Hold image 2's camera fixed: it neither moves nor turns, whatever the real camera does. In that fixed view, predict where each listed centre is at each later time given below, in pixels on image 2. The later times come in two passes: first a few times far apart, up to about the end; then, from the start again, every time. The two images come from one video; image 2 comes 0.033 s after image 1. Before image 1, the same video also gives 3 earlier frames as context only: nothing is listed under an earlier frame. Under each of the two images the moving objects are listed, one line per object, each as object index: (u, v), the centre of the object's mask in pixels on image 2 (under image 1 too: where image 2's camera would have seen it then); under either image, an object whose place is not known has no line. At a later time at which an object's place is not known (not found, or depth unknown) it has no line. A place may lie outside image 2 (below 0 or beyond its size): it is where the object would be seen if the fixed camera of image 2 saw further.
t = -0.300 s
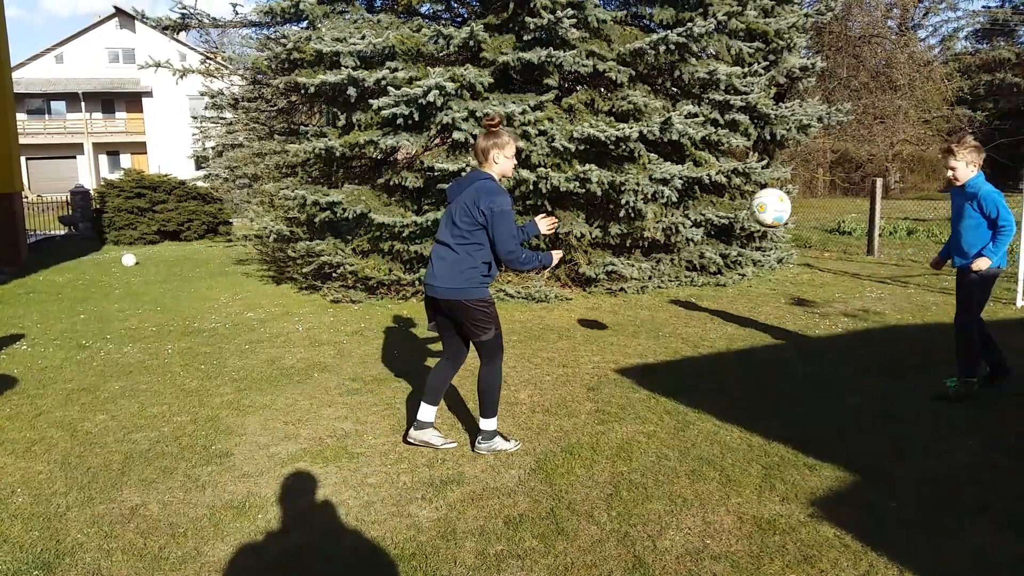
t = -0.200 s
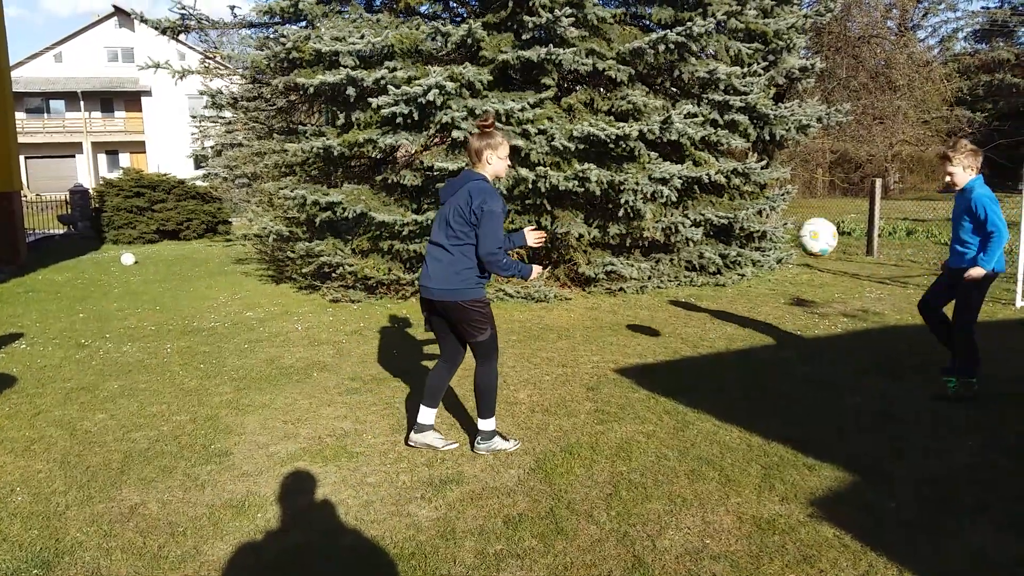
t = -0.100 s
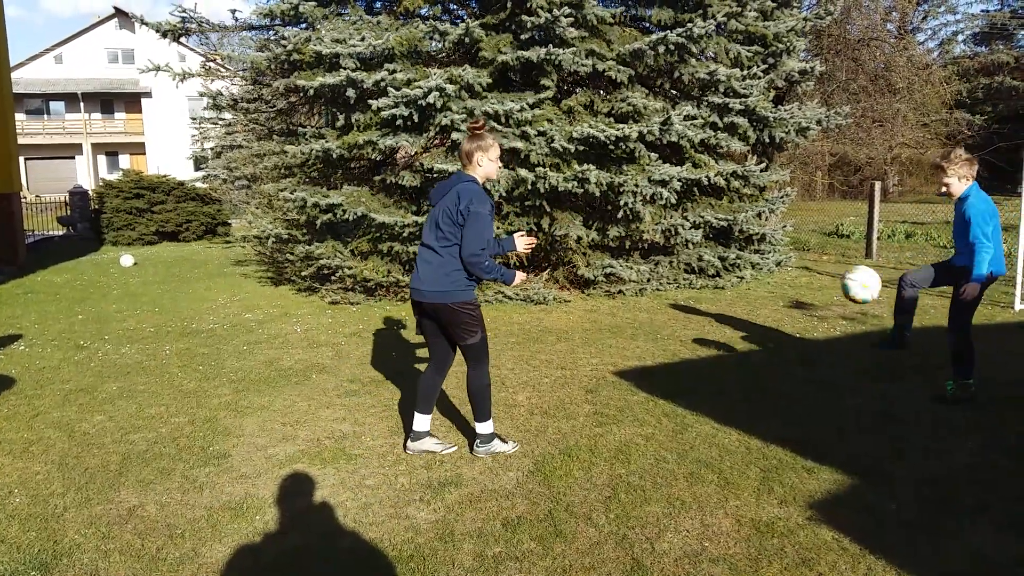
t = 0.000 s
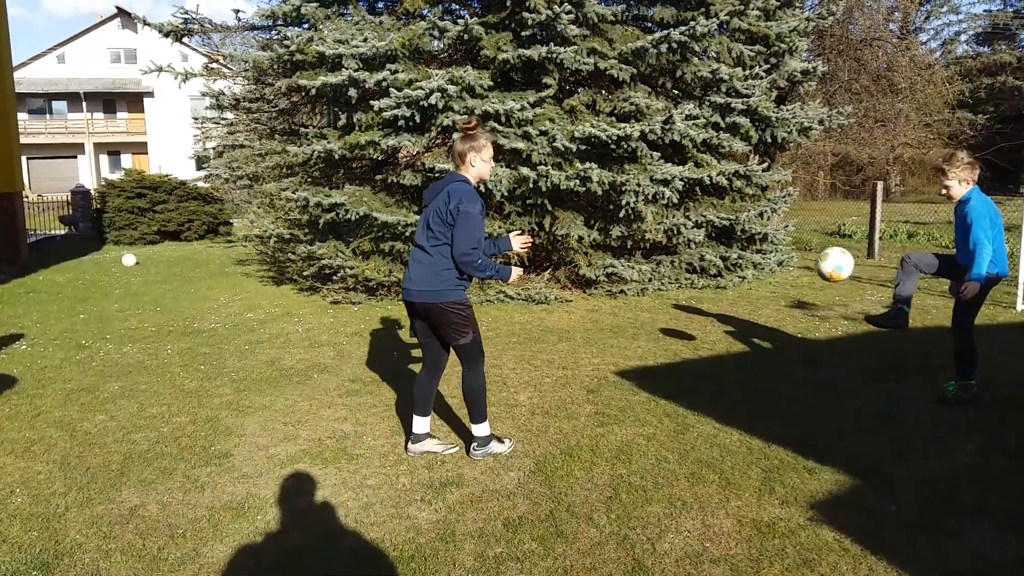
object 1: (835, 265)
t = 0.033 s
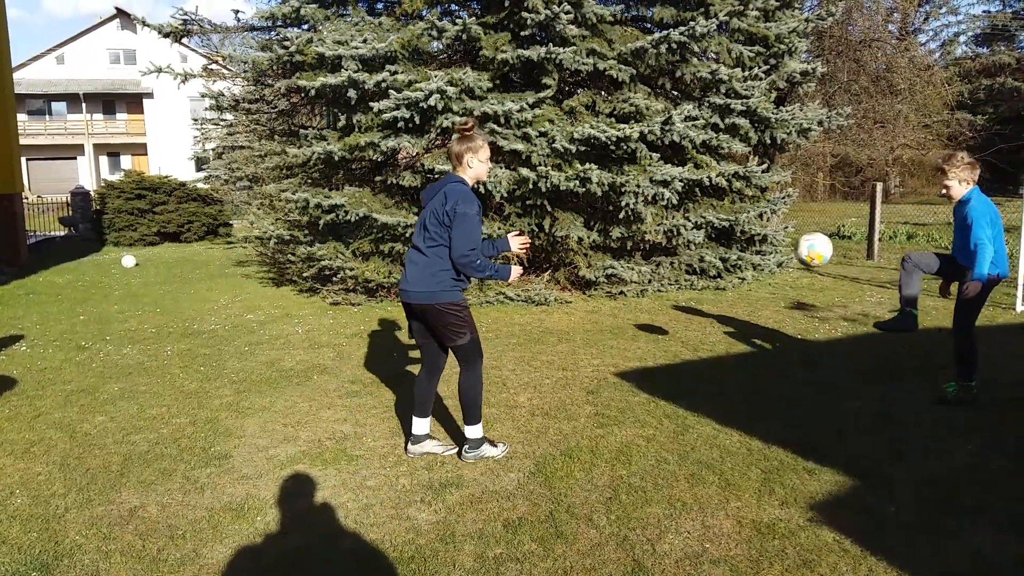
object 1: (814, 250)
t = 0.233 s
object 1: (697, 194)
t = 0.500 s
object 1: (563, 215)
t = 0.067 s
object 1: (794, 235)
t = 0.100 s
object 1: (774, 223)
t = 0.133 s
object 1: (754, 213)
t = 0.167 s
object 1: (734, 204)
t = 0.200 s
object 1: (715, 198)
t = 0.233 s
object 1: (697, 194)
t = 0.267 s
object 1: (678, 192)
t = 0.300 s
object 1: (661, 190)
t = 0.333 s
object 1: (643, 191)
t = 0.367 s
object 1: (626, 193)
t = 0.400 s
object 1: (609, 197)
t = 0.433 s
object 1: (593, 202)
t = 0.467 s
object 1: (578, 207)
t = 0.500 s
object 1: (563, 215)
